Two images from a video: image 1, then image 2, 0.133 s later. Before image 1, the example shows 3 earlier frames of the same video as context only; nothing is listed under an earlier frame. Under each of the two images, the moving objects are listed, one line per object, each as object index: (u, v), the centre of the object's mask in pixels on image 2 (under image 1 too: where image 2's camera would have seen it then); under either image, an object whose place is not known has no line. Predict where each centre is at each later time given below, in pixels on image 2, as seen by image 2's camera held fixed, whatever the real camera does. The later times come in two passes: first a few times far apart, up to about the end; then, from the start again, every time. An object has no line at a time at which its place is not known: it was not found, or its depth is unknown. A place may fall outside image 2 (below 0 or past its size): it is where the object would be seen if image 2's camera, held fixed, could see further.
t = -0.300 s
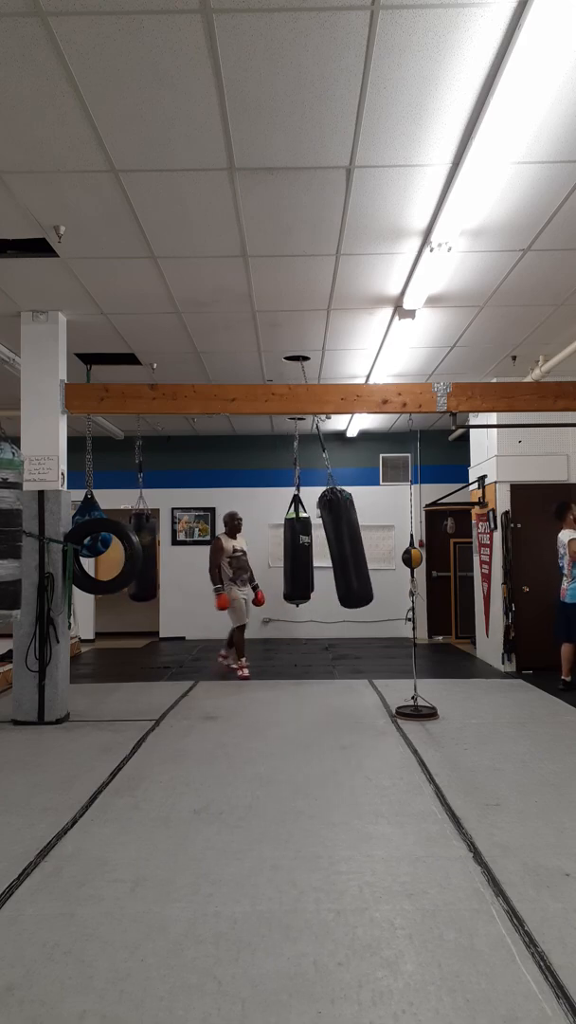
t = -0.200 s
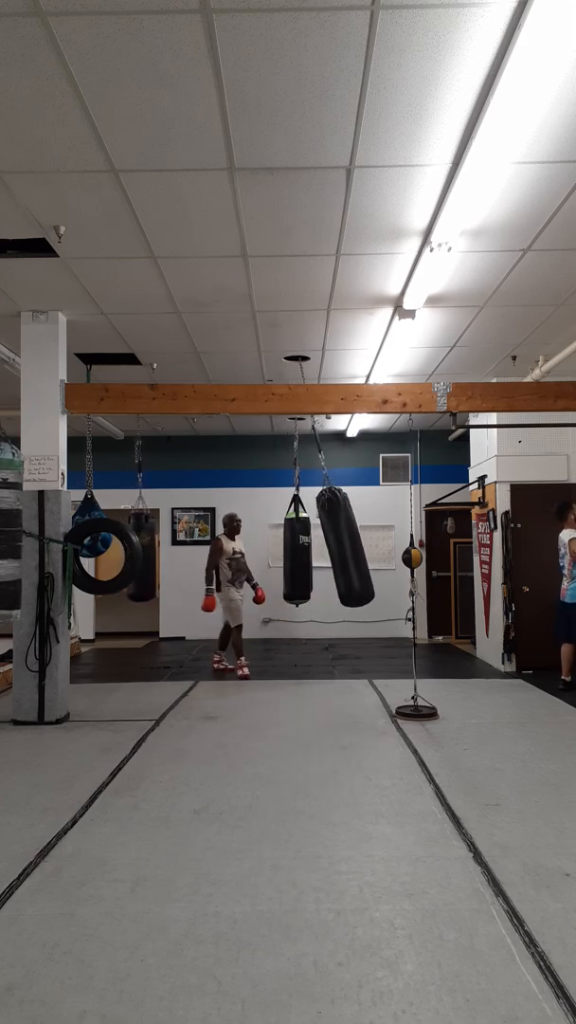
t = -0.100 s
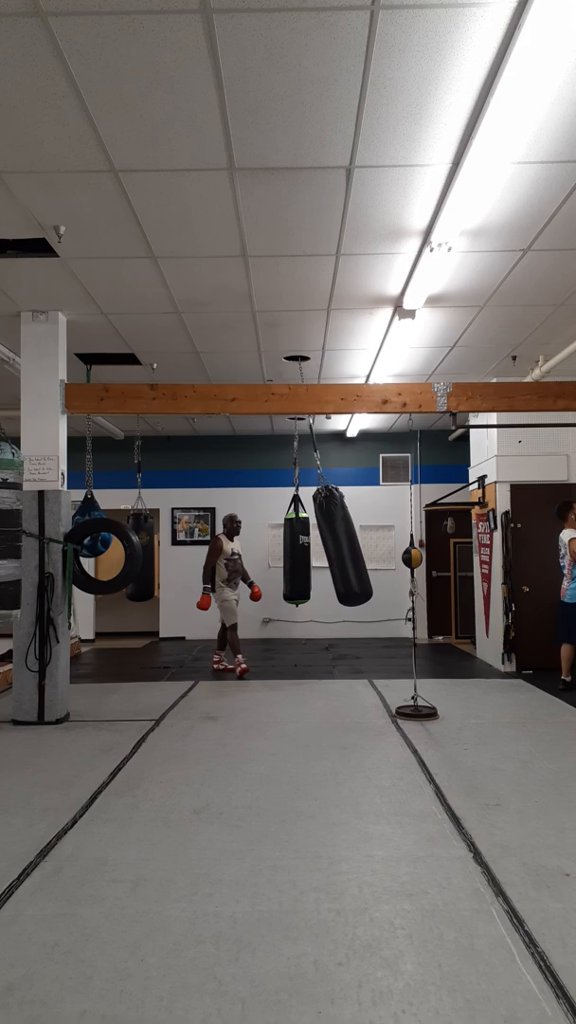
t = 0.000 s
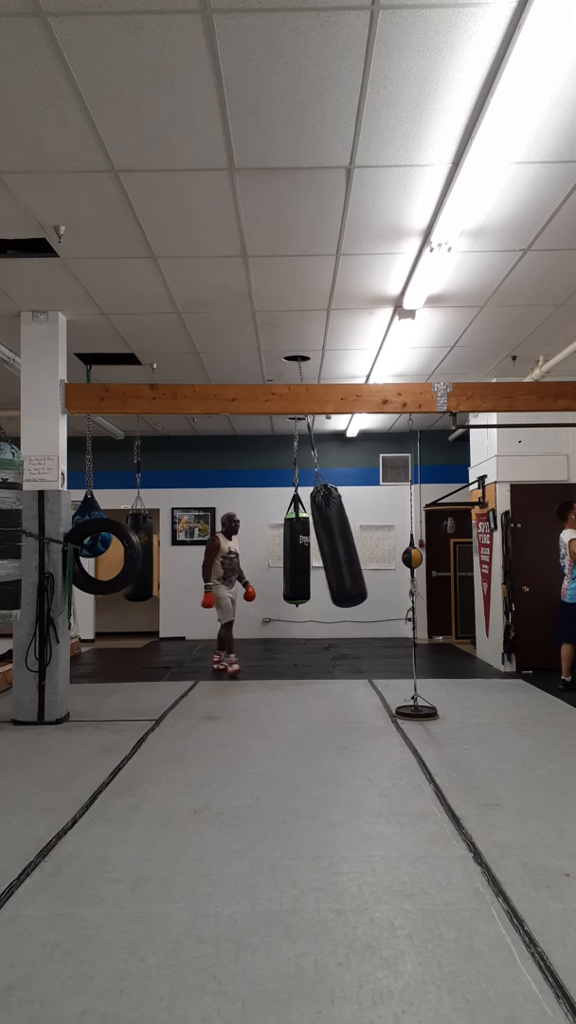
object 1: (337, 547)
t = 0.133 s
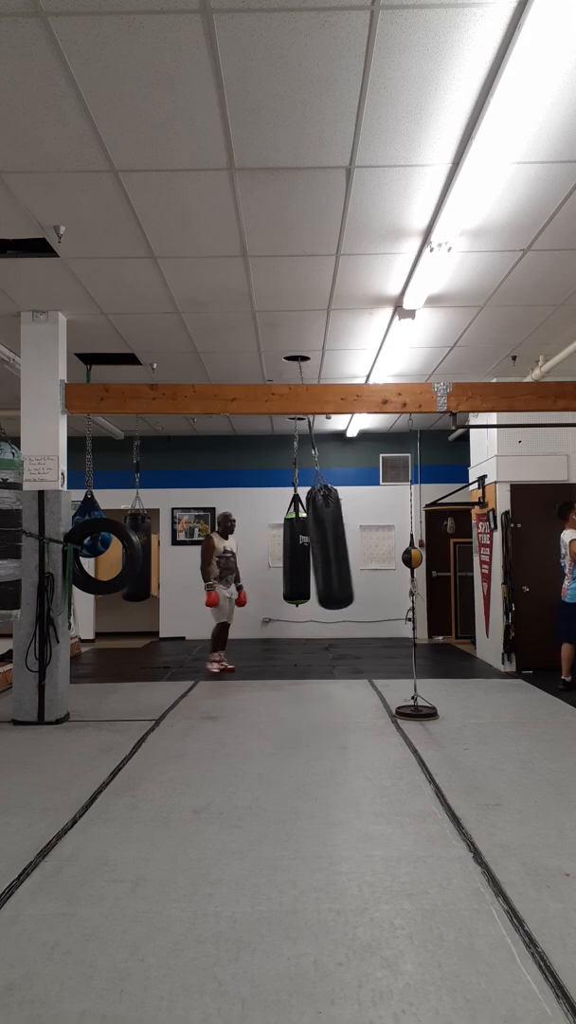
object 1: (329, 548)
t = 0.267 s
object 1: (317, 549)
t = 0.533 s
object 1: (292, 552)
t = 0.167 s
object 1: (327, 548)
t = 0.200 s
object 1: (324, 548)
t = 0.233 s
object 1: (321, 549)
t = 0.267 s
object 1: (317, 549)
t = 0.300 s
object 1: (314, 549)
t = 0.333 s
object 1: (311, 551)
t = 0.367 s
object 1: (308, 551)
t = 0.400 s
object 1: (305, 551)
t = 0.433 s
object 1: (300, 552)
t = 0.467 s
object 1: (297, 552)
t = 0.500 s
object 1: (294, 552)
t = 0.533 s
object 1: (292, 552)
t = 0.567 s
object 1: (288, 553)
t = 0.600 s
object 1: (285, 553)
